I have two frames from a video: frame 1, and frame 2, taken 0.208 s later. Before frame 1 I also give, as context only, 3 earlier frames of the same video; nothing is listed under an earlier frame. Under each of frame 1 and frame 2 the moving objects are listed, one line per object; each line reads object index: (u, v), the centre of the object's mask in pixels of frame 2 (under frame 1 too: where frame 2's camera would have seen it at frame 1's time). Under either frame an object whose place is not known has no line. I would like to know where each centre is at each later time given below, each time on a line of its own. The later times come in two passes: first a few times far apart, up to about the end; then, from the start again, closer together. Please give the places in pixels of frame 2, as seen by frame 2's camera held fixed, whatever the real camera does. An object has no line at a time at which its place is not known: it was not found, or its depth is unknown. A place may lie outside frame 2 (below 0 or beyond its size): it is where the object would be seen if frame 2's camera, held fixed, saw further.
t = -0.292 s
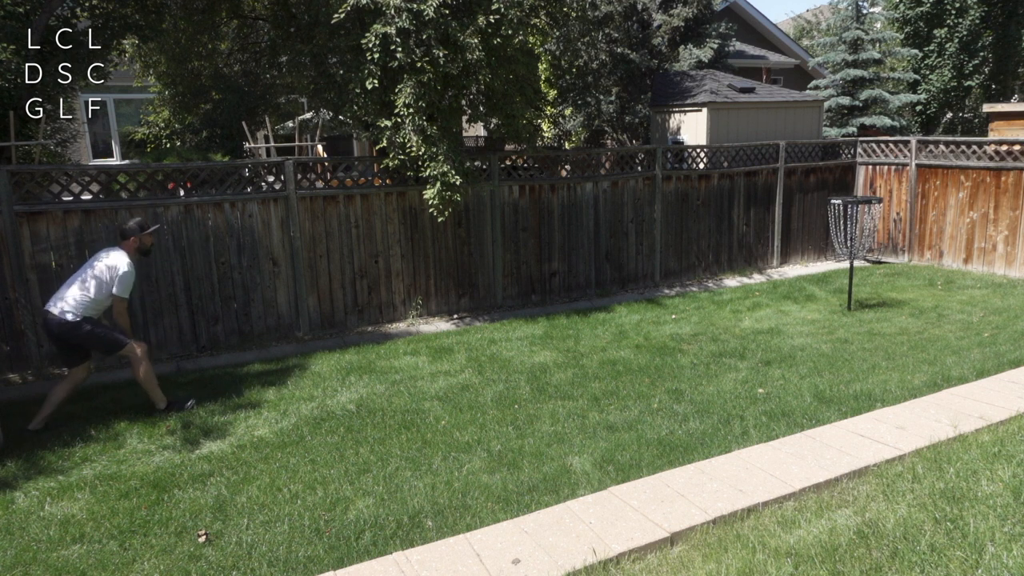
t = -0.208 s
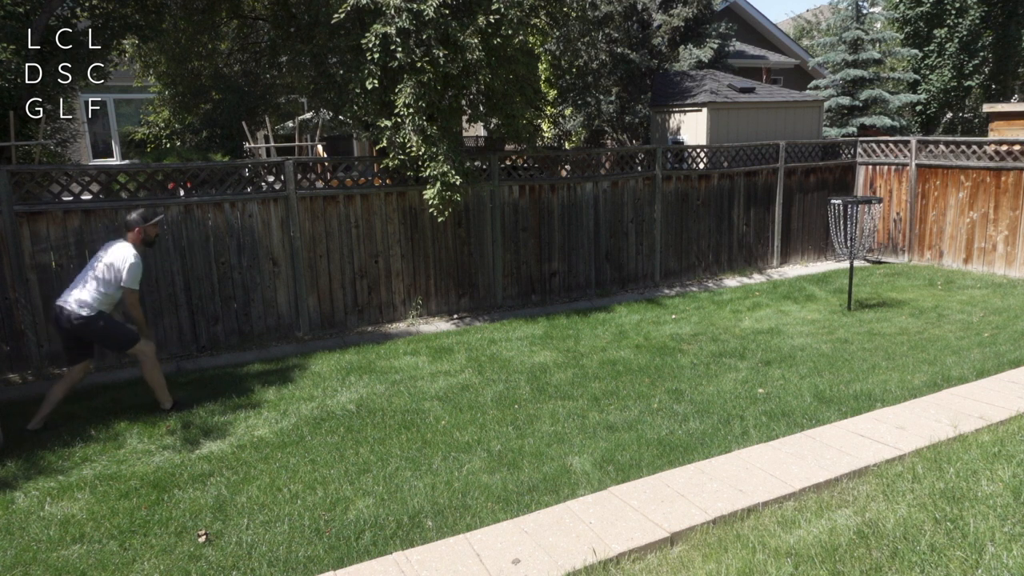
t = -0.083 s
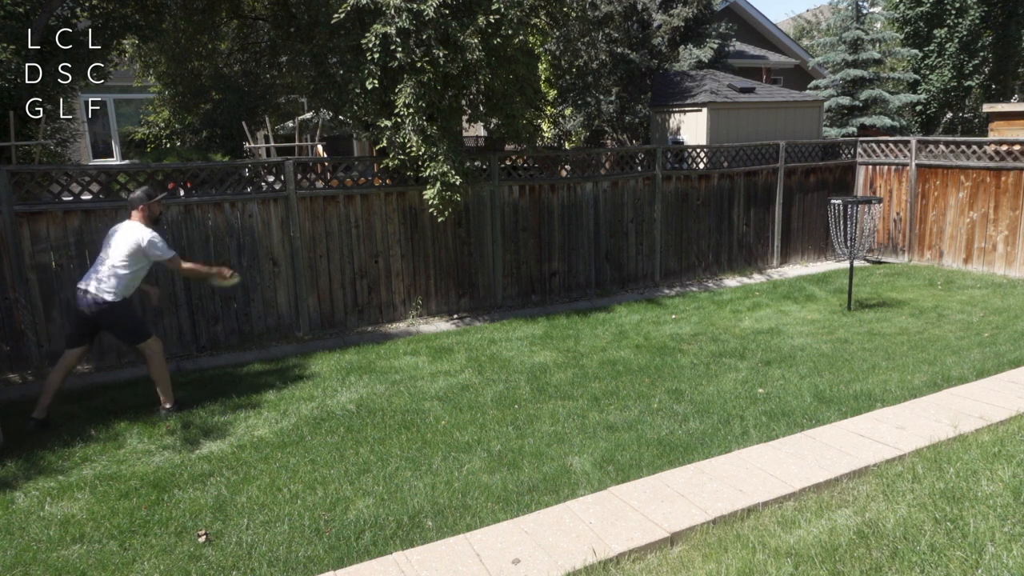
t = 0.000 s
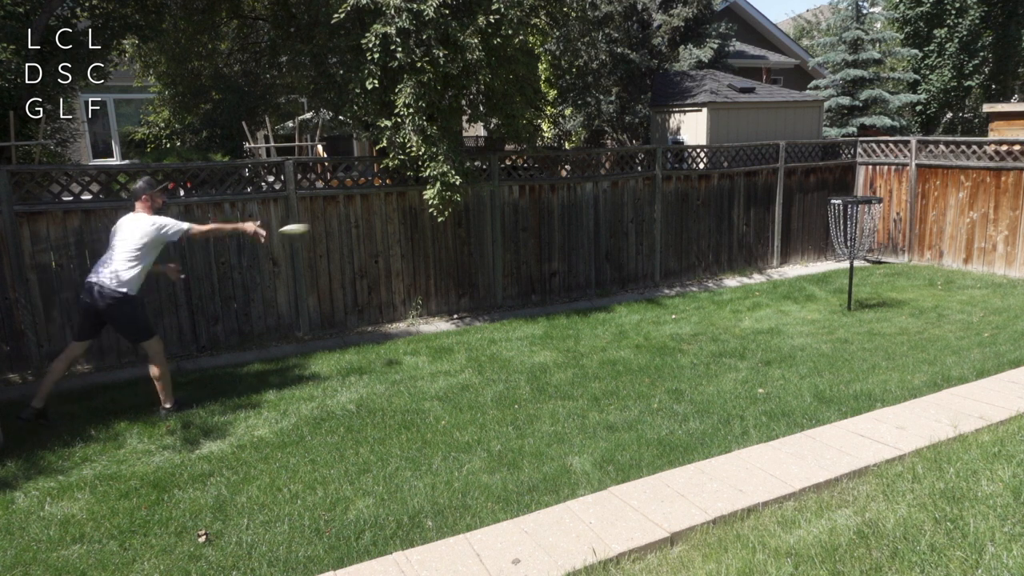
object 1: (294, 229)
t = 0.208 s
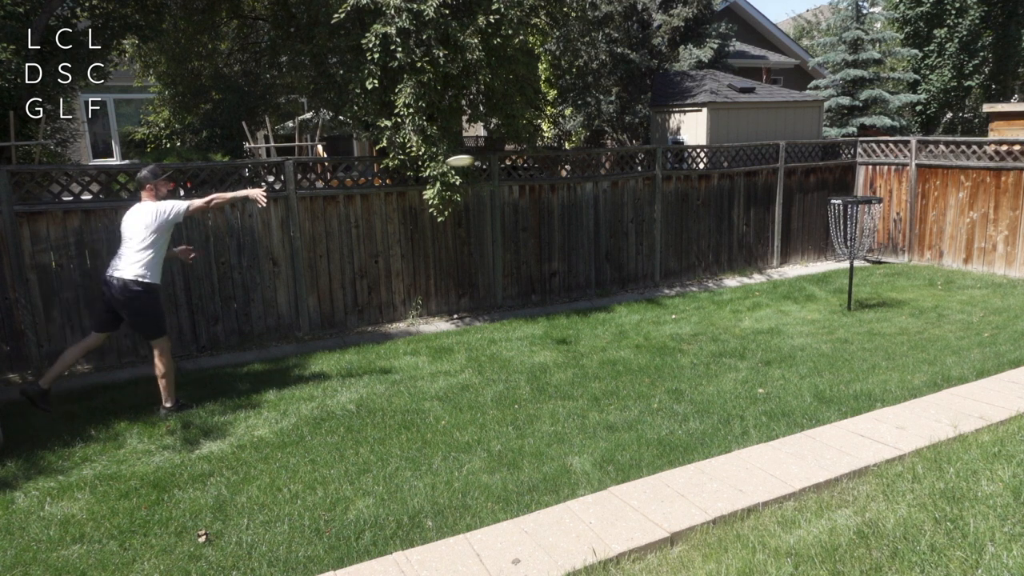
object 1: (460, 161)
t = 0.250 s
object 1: (491, 156)
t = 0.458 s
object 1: (636, 161)
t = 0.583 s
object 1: (713, 182)
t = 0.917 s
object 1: (868, 250)
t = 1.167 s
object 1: (875, 252)
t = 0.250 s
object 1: (491, 156)
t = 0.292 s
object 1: (521, 153)
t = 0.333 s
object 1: (552, 152)
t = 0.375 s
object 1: (580, 153)
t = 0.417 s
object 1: (608, 156)
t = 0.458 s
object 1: (636, 161)
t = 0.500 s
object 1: (664, 167)
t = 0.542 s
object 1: (688, 174)
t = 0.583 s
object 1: (713, 182)
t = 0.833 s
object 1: (843, 243)
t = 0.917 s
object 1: (868, 250)
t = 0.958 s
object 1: (872, 250)
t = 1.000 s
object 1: (874, 252)
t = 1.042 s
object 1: (874, 252)
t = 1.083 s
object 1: (875, 252)
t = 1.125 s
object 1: (875, 252)
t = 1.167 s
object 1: (875, 252)
